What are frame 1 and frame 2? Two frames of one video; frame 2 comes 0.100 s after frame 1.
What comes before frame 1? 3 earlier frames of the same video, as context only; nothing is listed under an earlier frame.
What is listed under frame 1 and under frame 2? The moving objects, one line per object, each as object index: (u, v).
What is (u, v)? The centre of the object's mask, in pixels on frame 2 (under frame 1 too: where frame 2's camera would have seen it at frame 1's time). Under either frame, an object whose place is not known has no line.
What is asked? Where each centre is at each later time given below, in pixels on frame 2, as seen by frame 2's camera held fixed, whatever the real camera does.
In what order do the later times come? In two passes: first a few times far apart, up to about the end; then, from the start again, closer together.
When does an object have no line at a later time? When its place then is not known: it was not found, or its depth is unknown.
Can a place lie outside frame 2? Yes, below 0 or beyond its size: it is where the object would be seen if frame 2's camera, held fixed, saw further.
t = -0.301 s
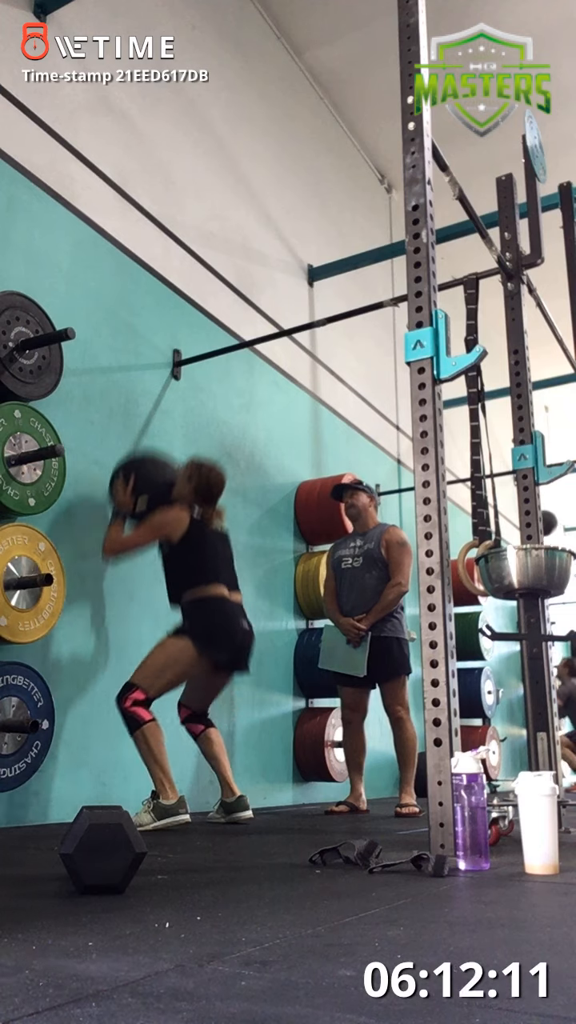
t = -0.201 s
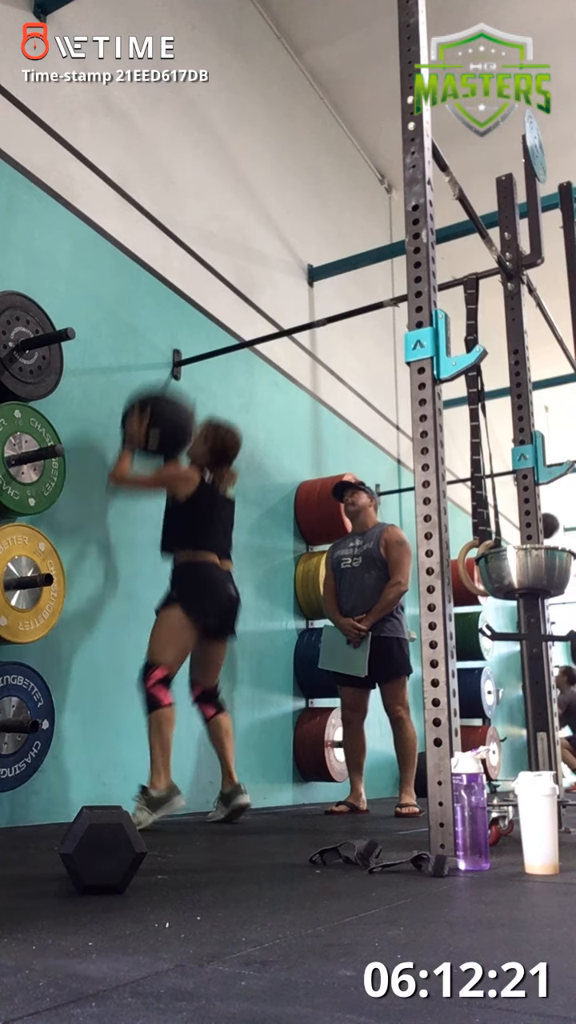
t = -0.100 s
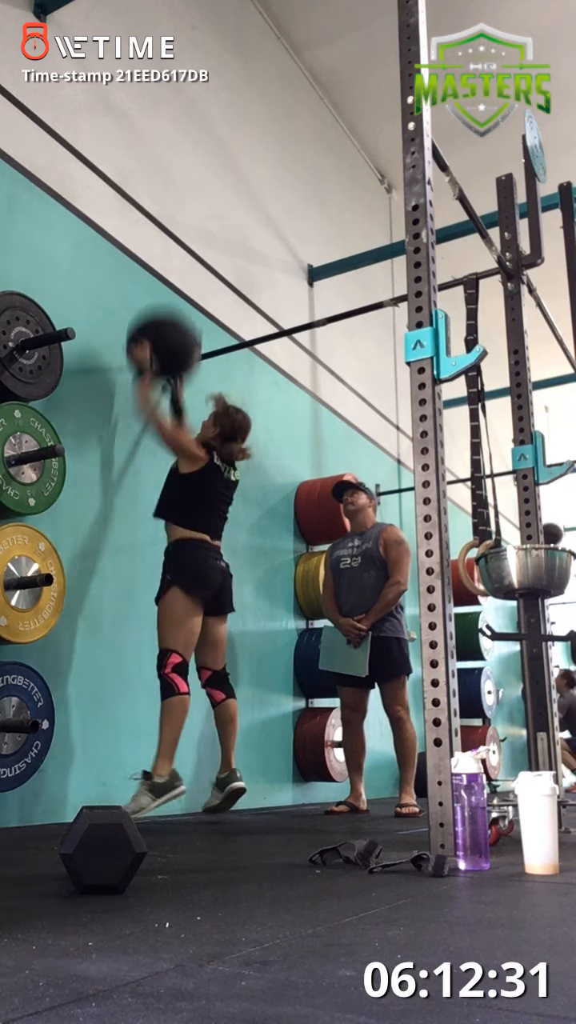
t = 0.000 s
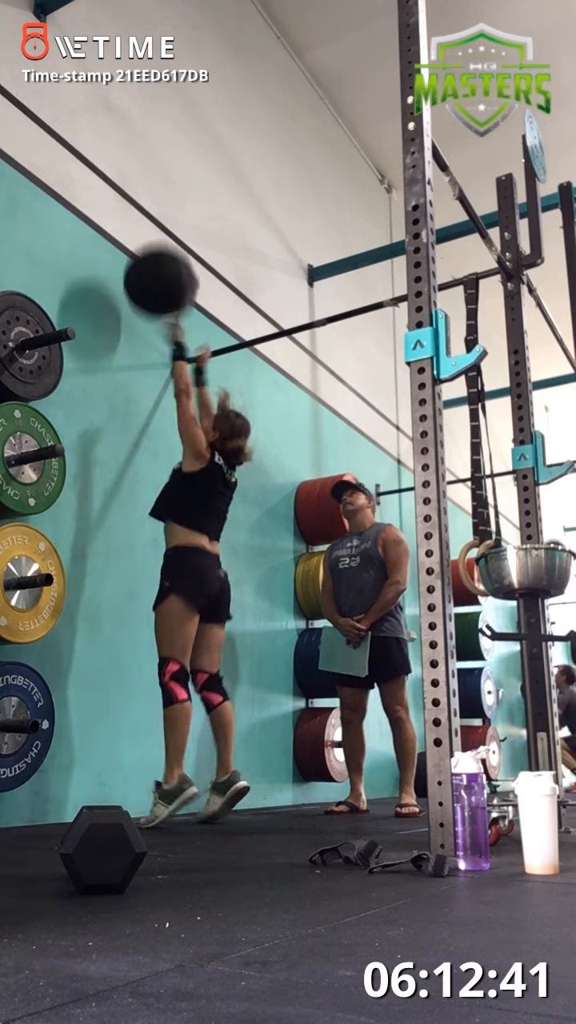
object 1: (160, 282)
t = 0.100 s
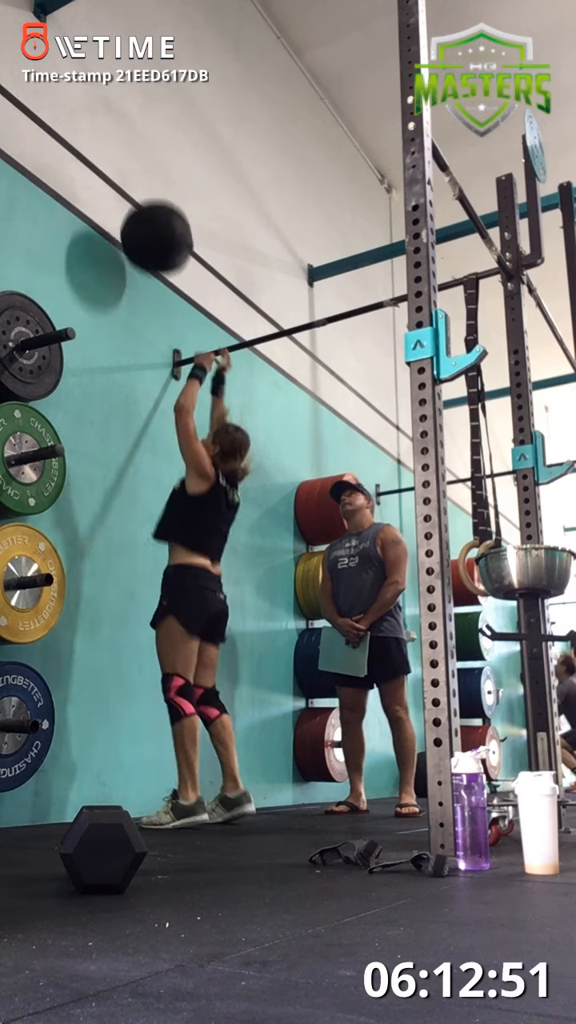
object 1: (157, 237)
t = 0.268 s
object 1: (149, 205)
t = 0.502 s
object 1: (146, 234)
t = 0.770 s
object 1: (144, 390)
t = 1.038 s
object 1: (131, 732)
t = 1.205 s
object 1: (139, 713)
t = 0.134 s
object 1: (156, 226)
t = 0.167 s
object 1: (154, 218)
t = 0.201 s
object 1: (152, 212)
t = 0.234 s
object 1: (151, 208)
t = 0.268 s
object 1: (149, 205)
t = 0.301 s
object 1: (147, 204)
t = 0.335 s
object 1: (146, 205)
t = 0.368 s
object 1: (145, 208)
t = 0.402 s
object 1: (145, 212)
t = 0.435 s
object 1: (145, 218)
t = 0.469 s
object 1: (146, 225)
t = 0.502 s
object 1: (146, 234)
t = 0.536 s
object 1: (147, 245)
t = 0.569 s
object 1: (146, 260)
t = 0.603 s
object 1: (147, 275)
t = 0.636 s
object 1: (147, 294)
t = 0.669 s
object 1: (146, 314)
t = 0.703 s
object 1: (145, 336)
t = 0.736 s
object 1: (145, 361)
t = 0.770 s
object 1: (144, 390)
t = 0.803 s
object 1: (143, 422)
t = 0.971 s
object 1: (136, 622)
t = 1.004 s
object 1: (133, 675)
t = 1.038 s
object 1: (131, 732)
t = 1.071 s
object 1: (129, 783)
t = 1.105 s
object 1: (130, 777)
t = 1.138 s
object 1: (133, 753)
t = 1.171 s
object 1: (136, 732)
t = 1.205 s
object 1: (139, 713)
